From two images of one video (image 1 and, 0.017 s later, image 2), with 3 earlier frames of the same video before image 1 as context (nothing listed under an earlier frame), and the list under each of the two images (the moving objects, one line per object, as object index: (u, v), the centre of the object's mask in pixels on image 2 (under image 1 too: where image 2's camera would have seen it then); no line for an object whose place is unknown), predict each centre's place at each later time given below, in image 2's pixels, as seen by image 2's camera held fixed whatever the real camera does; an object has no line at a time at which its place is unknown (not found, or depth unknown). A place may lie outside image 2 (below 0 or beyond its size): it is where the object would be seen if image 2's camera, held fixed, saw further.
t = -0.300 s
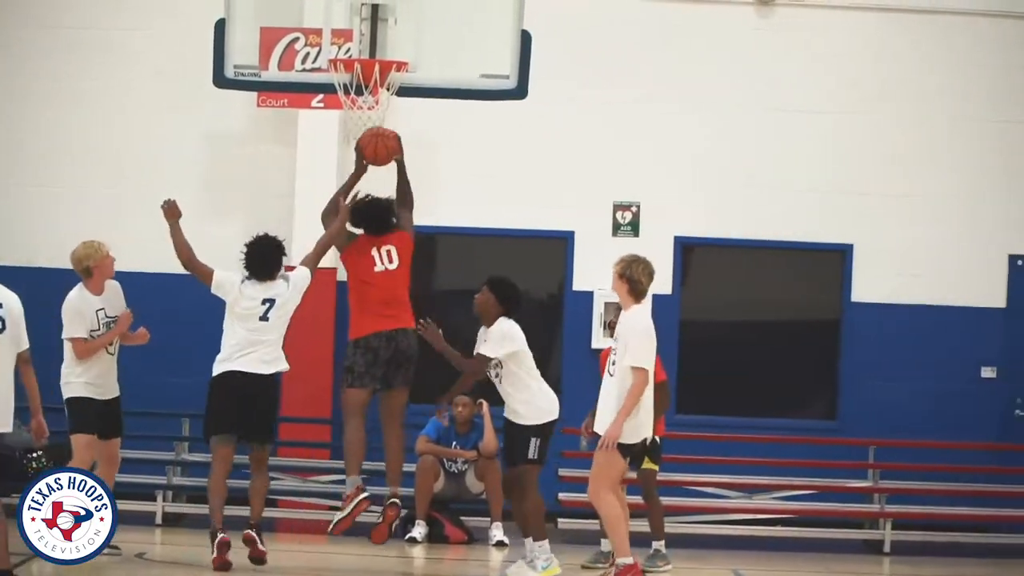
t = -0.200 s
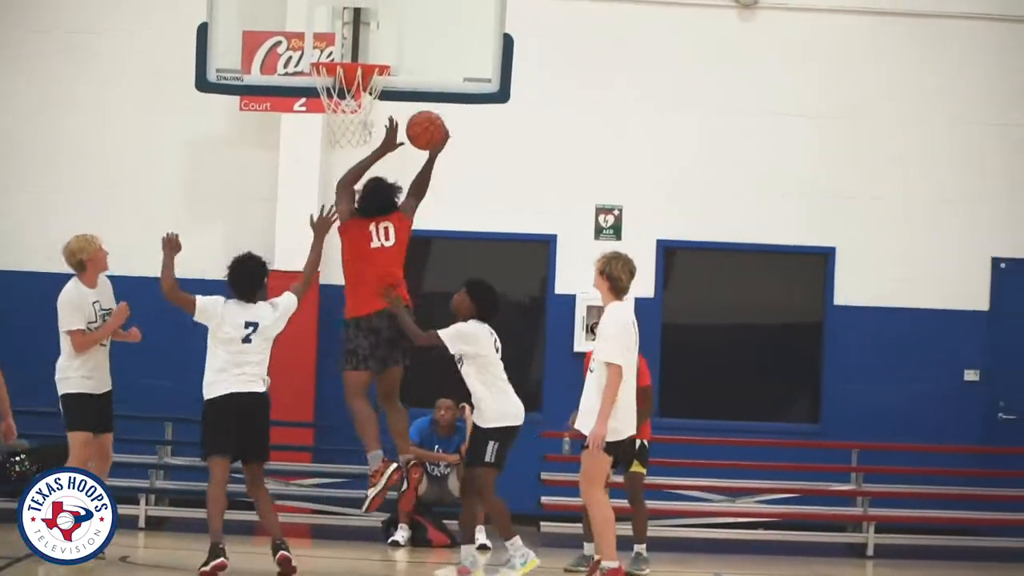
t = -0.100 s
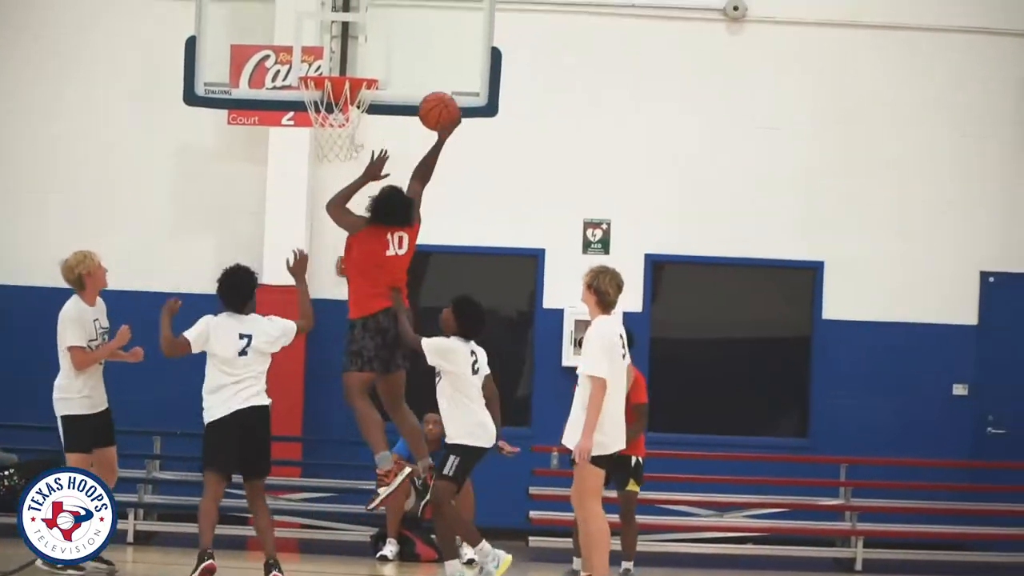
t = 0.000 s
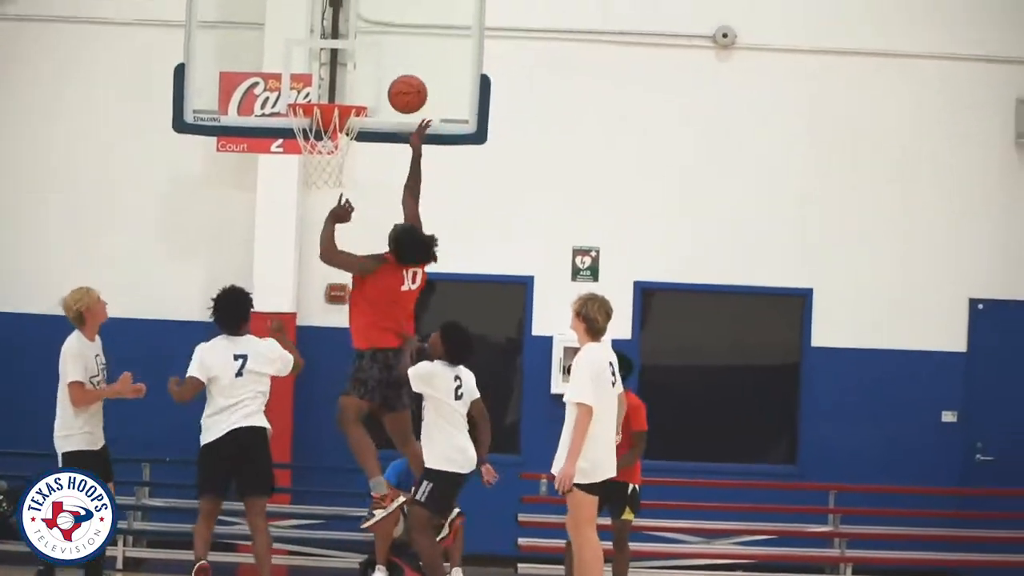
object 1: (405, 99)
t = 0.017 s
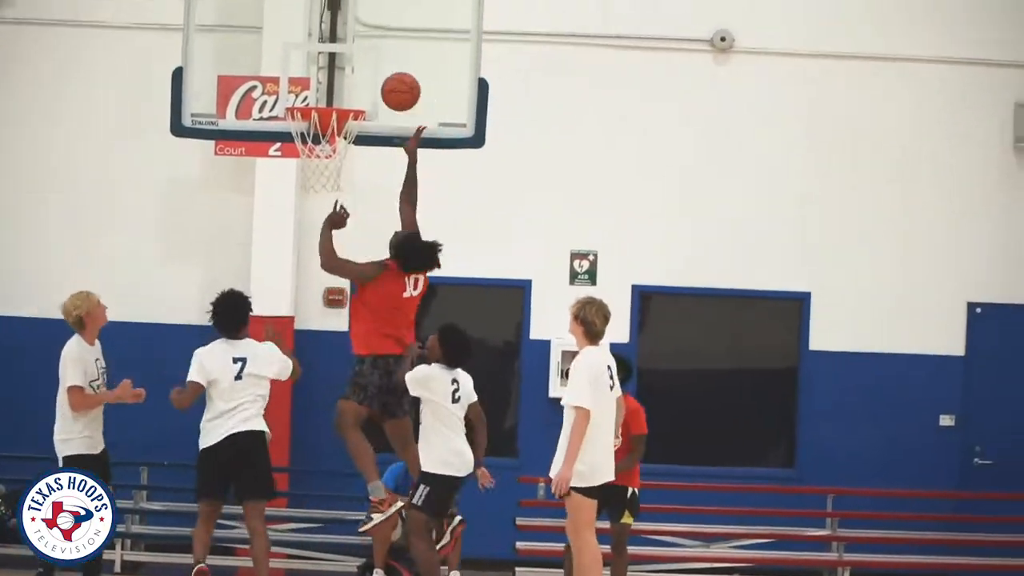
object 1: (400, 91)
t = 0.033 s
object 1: (396, 84)
